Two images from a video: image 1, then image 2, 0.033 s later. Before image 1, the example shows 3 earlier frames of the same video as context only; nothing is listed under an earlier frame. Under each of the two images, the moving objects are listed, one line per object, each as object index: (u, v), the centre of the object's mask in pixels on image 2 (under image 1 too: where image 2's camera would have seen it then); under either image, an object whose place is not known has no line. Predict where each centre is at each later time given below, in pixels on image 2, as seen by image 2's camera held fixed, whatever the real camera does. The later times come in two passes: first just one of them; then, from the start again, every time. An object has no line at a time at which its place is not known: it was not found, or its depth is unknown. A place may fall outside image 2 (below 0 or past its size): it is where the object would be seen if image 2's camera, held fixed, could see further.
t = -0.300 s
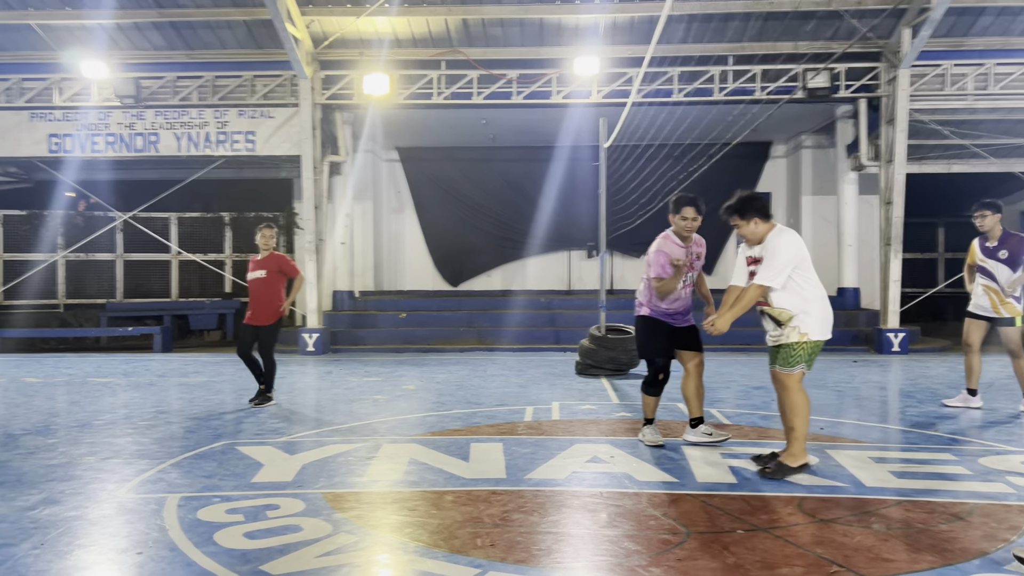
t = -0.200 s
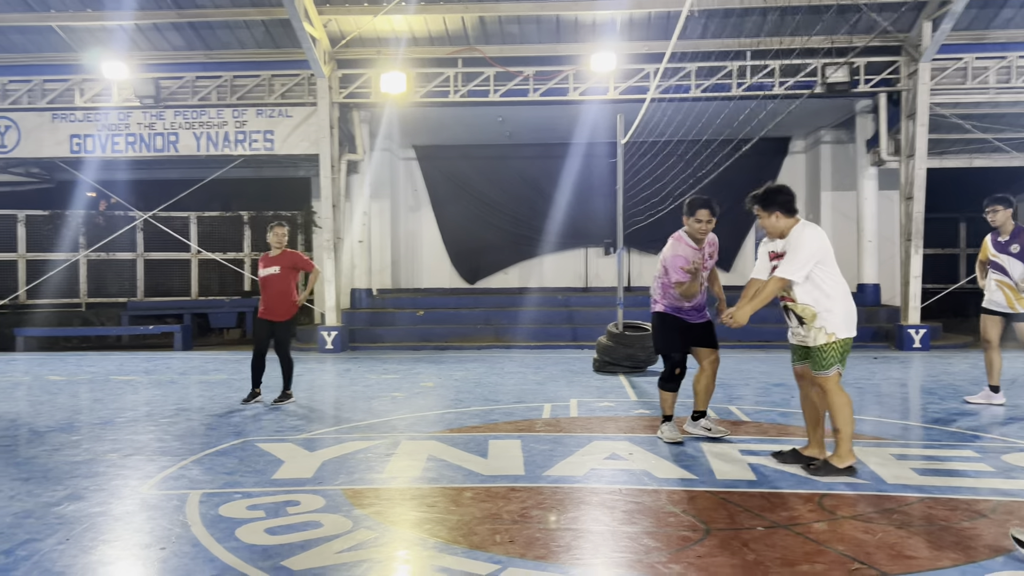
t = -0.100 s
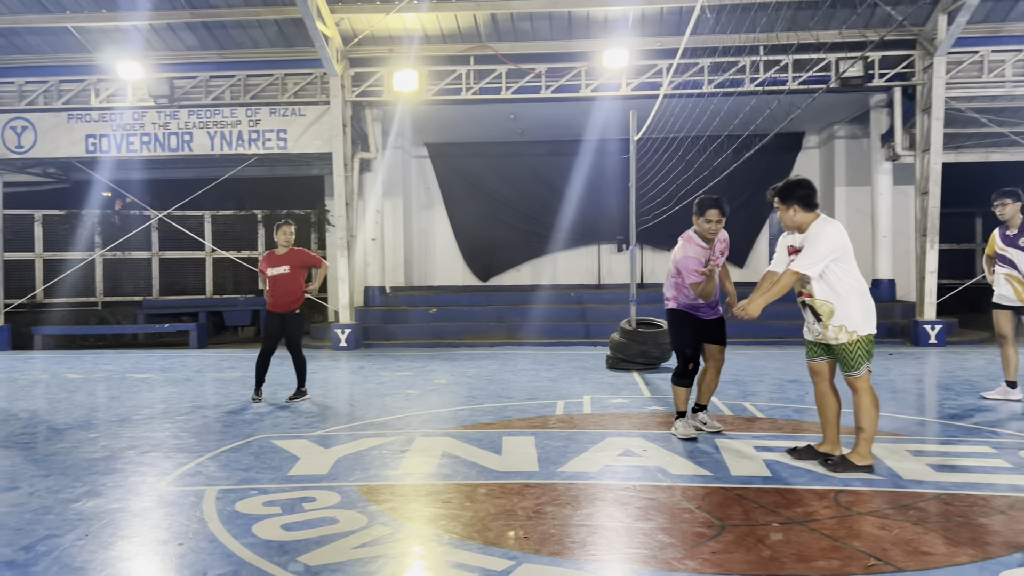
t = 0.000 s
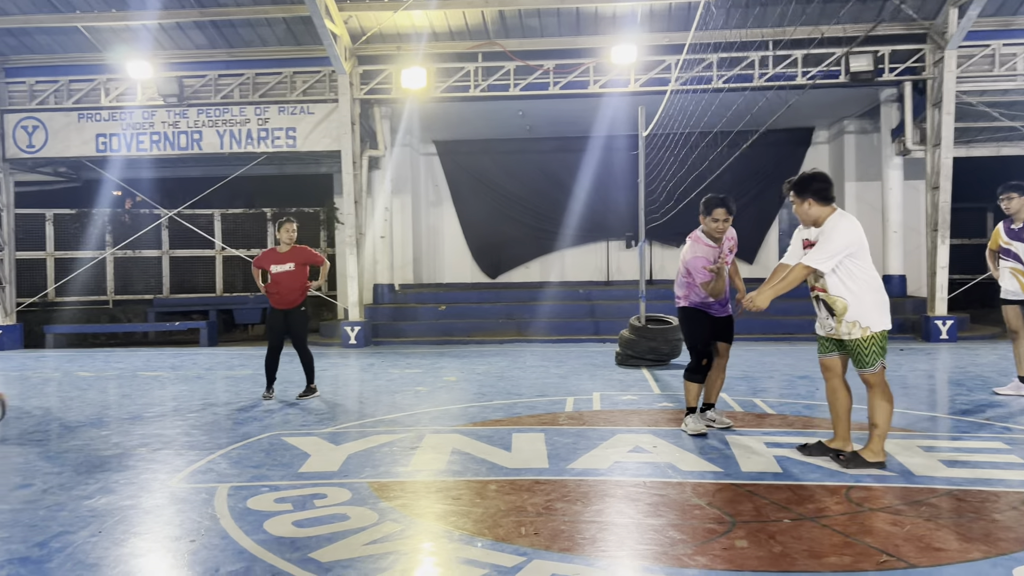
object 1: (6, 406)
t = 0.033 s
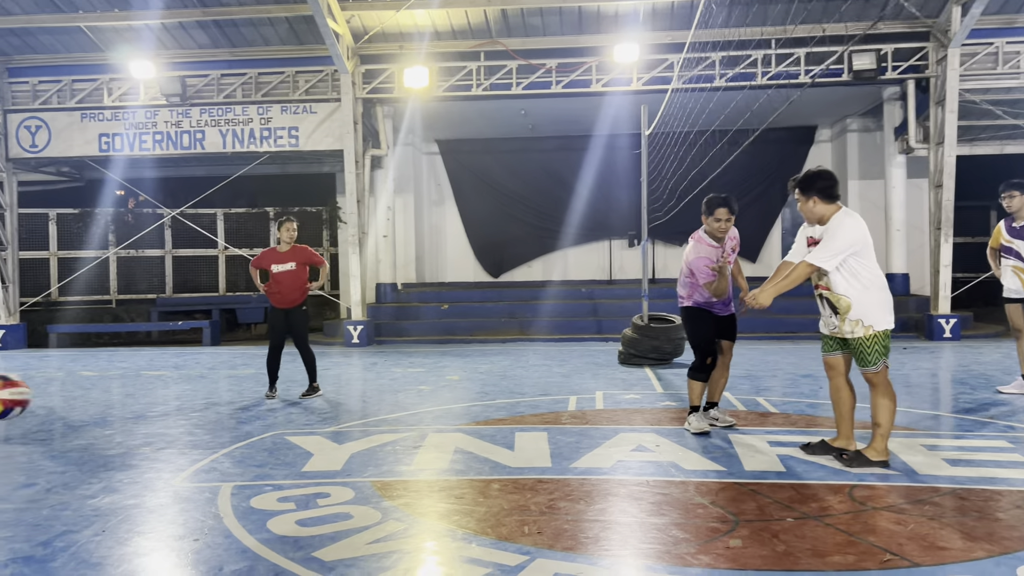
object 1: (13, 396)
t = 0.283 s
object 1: (150, 399)
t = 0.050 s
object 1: (17, 392)
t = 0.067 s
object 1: (24, 390)
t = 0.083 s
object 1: (33, 387)
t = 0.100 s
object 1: (43, 384)
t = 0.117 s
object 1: (53, 383)
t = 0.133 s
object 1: (63, 382)
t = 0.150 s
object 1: (72, 382)
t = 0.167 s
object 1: (82, 382)
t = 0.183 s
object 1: (91, 382)
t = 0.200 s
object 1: (101, 383)
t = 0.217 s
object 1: (111, 385)
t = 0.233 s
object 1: (121, 388)
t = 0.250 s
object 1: (131, 391)
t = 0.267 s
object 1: (140, 394)
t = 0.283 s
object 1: (150, 399)
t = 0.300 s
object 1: (160, 404)
